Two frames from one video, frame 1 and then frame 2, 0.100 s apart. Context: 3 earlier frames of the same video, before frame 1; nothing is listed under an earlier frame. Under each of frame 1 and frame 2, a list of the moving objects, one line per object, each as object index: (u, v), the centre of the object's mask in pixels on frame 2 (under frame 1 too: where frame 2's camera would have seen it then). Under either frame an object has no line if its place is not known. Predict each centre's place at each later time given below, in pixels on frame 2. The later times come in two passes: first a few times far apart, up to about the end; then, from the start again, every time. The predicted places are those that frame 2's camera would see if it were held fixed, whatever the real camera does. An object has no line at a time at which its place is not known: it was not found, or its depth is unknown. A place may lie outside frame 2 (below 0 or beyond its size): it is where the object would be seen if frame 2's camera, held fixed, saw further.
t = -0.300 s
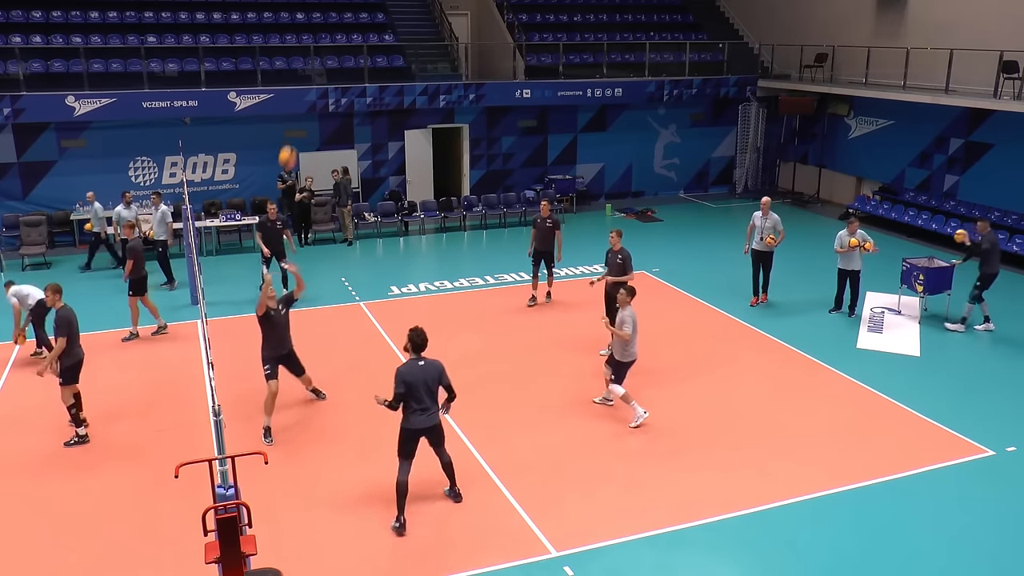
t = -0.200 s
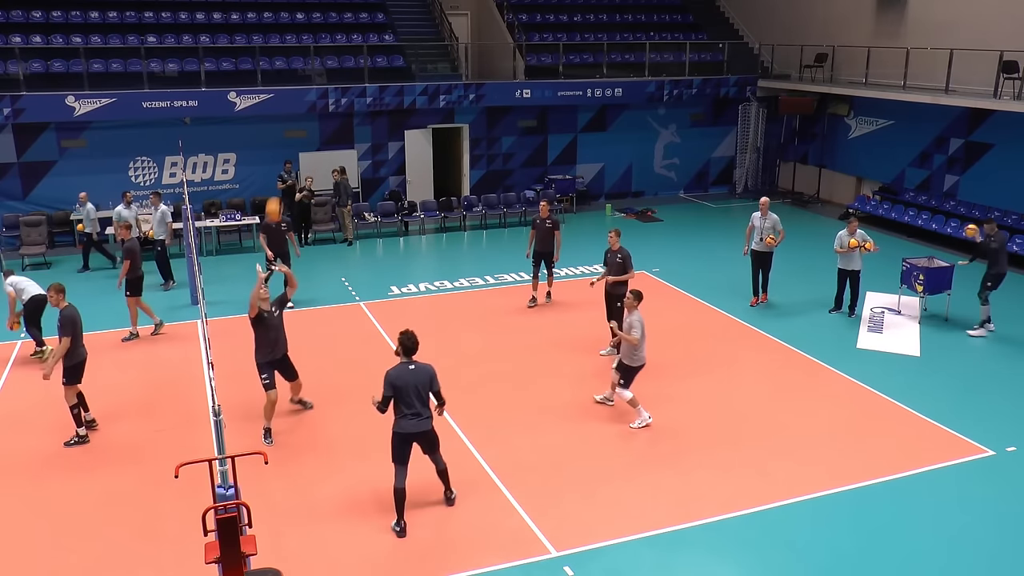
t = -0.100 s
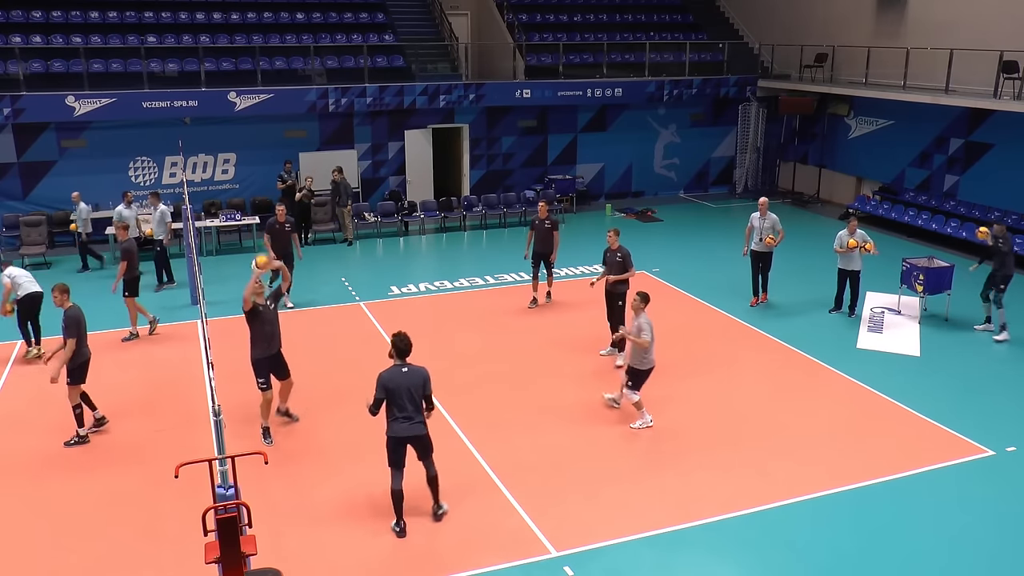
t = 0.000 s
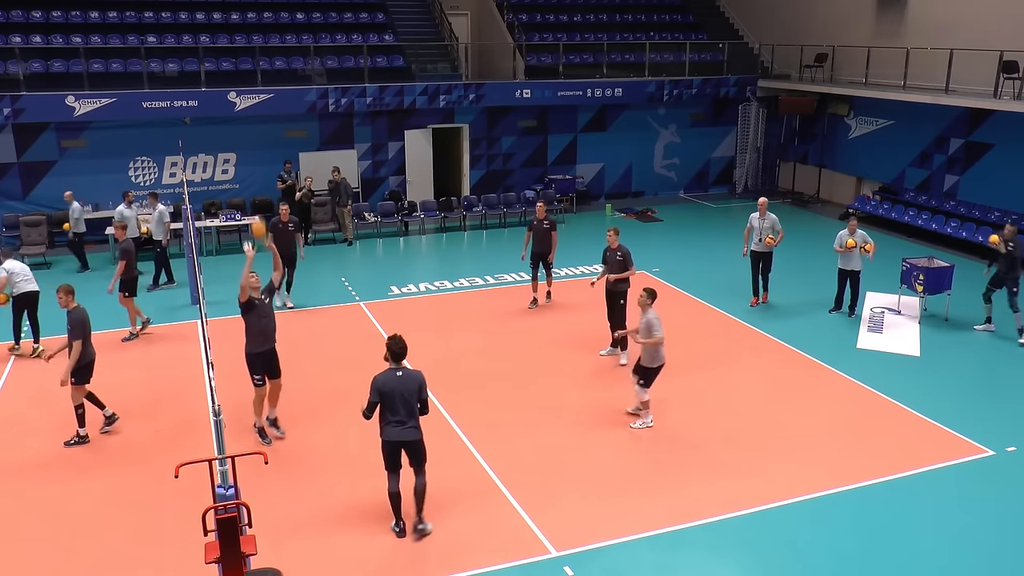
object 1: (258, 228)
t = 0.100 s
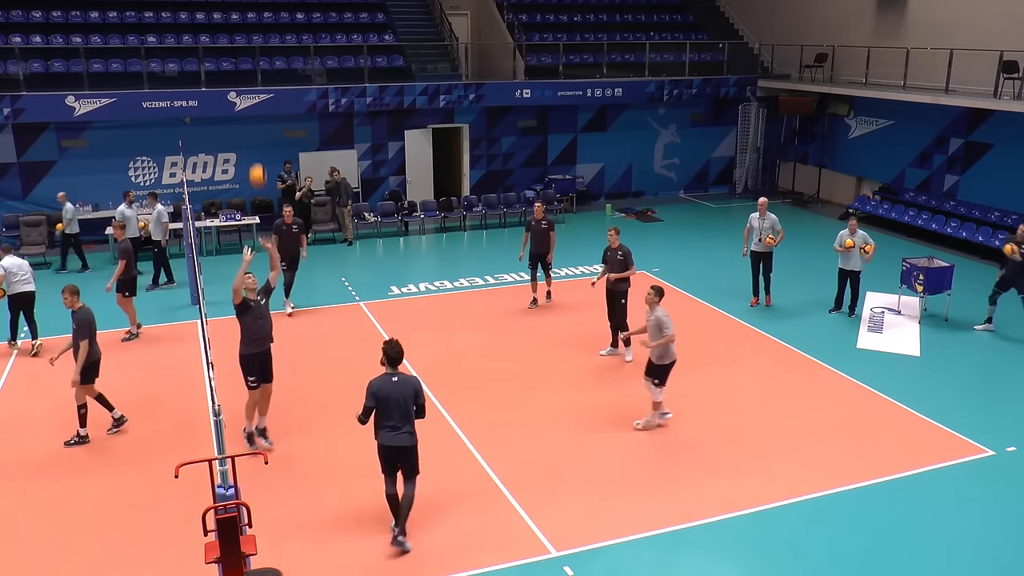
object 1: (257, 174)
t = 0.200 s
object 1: (257, 128)
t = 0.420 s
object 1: (258, 55)
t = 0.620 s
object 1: (261, 23)
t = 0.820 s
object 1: (267, 30)
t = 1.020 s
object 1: (277, 82)
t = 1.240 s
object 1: (291, 196)
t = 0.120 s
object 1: (257, 164)
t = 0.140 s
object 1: (257, 155)
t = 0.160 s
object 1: (258, 146)
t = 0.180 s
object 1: (258, 137)
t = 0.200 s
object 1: (257, 128)
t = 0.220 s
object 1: (257, 121)
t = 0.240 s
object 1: (258, 113)
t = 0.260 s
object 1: (258, 105)
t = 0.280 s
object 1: (258, 97)
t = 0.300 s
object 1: (258, 90)
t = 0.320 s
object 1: (257, 83)
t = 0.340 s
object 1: (257, 77)
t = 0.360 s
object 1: (257, 72)
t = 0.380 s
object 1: (258, 66)
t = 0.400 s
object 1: (258, 60)
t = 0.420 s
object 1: (258, 55)
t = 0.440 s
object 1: (258, 50)
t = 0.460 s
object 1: (258, 46)
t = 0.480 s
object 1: (259, 42)
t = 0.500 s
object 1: (259, 38)
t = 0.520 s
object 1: (259, 34)
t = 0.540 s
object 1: (259, 31)
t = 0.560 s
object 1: (260, 28)
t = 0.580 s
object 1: (260, 26)
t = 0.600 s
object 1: (261, 24)
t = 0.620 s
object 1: (261, 23)
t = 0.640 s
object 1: (262, 22)
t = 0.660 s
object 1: (262, 22)
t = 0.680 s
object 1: (263, 21)
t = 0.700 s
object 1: (263, 22)
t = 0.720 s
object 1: (264, 22)
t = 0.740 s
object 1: (265, 23)
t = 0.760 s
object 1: (265, 24)
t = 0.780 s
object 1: (266, 25)
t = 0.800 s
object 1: (266, 27)
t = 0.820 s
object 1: (267, 30)
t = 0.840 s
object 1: (268, 33)
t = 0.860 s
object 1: (269, 38)
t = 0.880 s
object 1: (270, 40)
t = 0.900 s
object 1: (271, 44)
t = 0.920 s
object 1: (272, 48)
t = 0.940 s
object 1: (273, 54)
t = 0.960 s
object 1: (274, 62)
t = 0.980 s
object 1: (275, 68)
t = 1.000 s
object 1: (276, 74)
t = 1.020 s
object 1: (277, 82)
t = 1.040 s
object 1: (278, 90)
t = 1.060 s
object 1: (280, 99)
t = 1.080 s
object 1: (281, 108)
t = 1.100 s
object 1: (282, 118)
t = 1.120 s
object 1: (283, 127)
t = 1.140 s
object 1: (285, 137)
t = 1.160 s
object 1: (286, 148)
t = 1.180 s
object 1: (287, 158)
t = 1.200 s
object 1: (288, 172)
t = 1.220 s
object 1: (289, 182)
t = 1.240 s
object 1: (291, 196)
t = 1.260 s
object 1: (293, 210)
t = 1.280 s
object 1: (294, 221)
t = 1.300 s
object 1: (296, 234)
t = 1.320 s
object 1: (297, 249)
